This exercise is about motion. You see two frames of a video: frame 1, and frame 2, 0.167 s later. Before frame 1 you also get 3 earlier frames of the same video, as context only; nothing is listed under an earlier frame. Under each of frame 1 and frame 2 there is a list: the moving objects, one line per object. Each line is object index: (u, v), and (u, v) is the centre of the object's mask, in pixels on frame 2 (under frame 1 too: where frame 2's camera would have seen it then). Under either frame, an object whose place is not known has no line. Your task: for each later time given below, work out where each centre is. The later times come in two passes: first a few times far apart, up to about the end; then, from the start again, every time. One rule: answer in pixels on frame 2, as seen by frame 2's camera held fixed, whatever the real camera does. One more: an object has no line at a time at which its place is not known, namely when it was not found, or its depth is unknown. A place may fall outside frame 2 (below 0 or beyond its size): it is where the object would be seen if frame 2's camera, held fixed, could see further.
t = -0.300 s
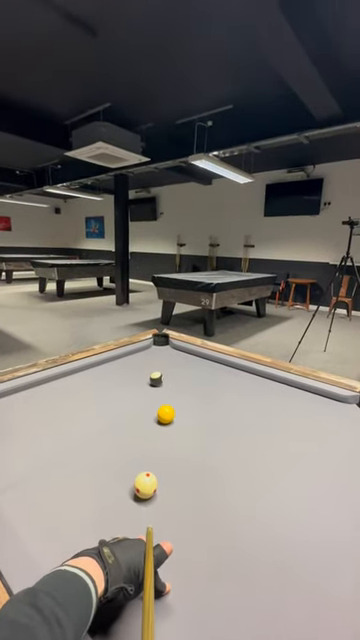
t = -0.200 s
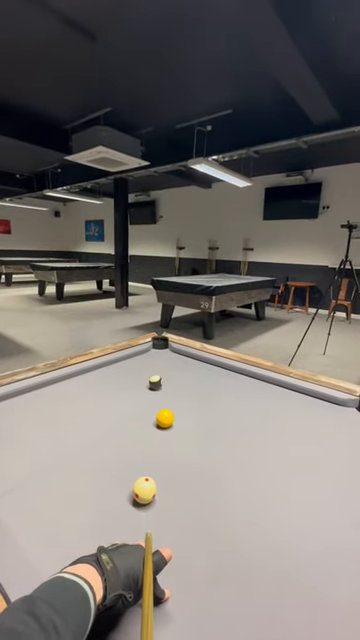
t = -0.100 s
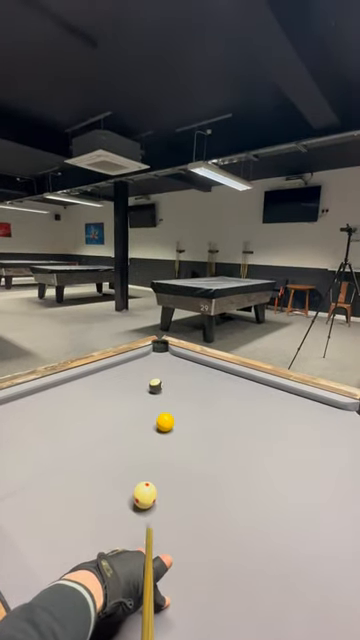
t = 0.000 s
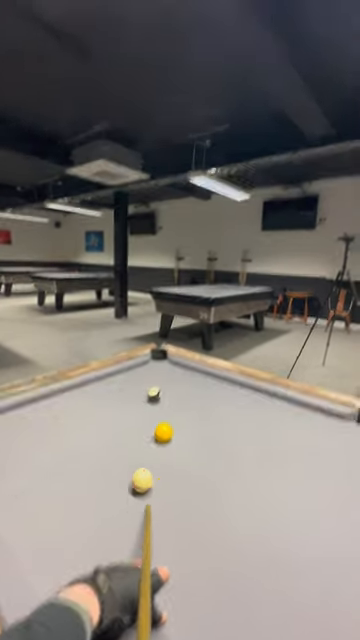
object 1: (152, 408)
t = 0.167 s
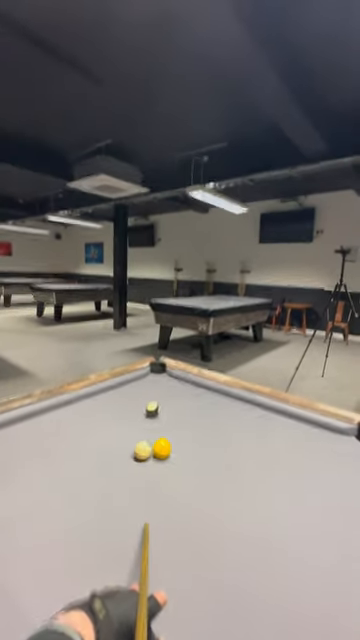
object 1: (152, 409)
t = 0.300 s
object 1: (152, 410)
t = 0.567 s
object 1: (154, 403)
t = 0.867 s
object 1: (157, 390)
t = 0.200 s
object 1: (152, 409)
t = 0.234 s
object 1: (152, 410)
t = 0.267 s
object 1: (152, 410)
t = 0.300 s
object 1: (152, 410)
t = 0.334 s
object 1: (152, 410)
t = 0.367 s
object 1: (152, 410)
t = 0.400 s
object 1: (153, 409)
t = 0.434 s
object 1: (153, 407)
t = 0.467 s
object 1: (153, 406)
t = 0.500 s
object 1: (153, 405)
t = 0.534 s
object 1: (154, 404)
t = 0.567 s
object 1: (154, 403)
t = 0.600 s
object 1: (154, 401)
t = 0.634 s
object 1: (154, 400)
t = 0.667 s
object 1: (155, 398)
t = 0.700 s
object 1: (155, 397)
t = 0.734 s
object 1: (156, 396)
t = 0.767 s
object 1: (156, 395)
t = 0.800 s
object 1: (156, 393)
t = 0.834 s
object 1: (156, 392)
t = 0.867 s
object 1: (157, 390)
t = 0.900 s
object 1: (157, 389)
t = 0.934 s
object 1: (157, 387)
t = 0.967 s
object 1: (158, 386)
